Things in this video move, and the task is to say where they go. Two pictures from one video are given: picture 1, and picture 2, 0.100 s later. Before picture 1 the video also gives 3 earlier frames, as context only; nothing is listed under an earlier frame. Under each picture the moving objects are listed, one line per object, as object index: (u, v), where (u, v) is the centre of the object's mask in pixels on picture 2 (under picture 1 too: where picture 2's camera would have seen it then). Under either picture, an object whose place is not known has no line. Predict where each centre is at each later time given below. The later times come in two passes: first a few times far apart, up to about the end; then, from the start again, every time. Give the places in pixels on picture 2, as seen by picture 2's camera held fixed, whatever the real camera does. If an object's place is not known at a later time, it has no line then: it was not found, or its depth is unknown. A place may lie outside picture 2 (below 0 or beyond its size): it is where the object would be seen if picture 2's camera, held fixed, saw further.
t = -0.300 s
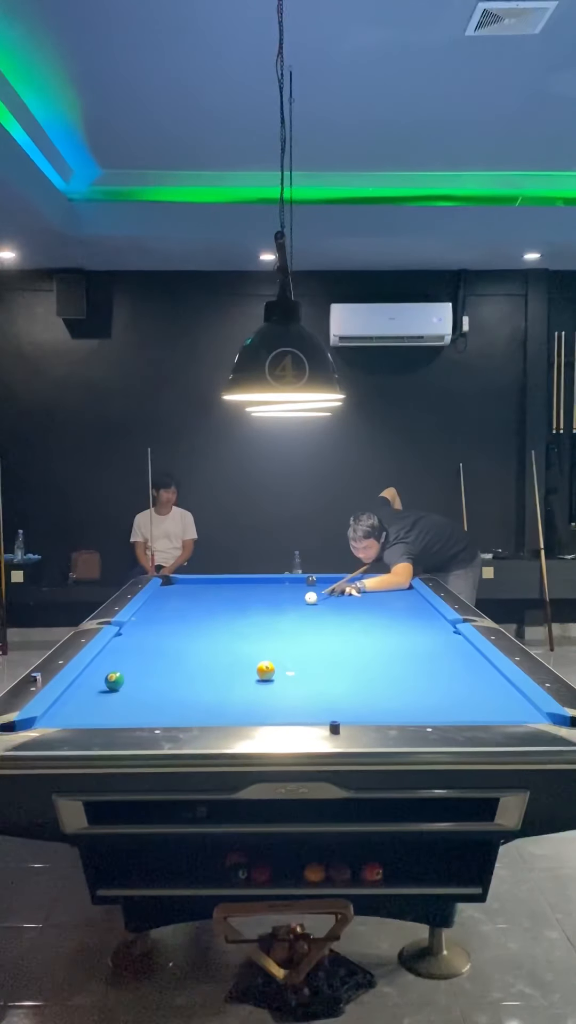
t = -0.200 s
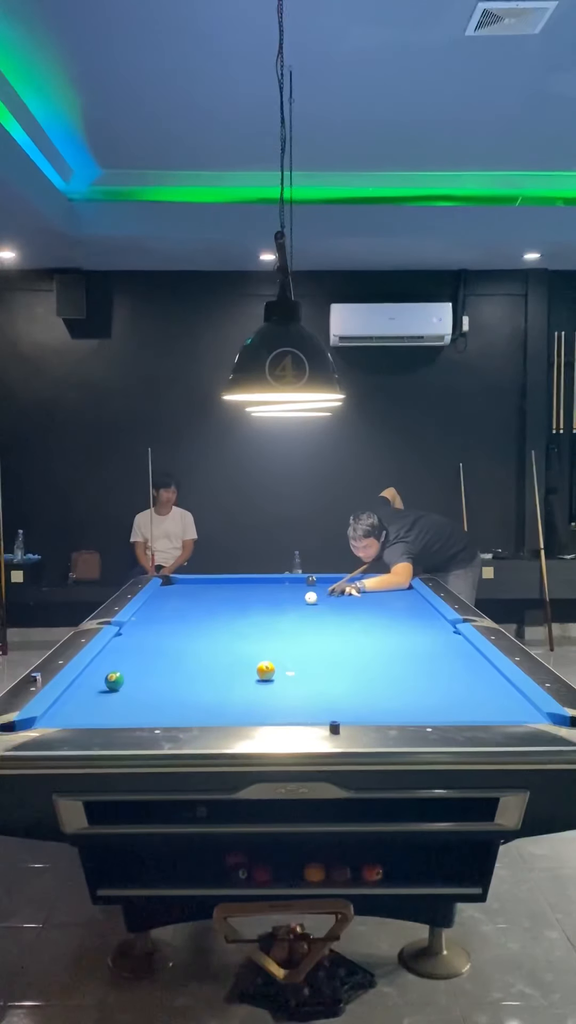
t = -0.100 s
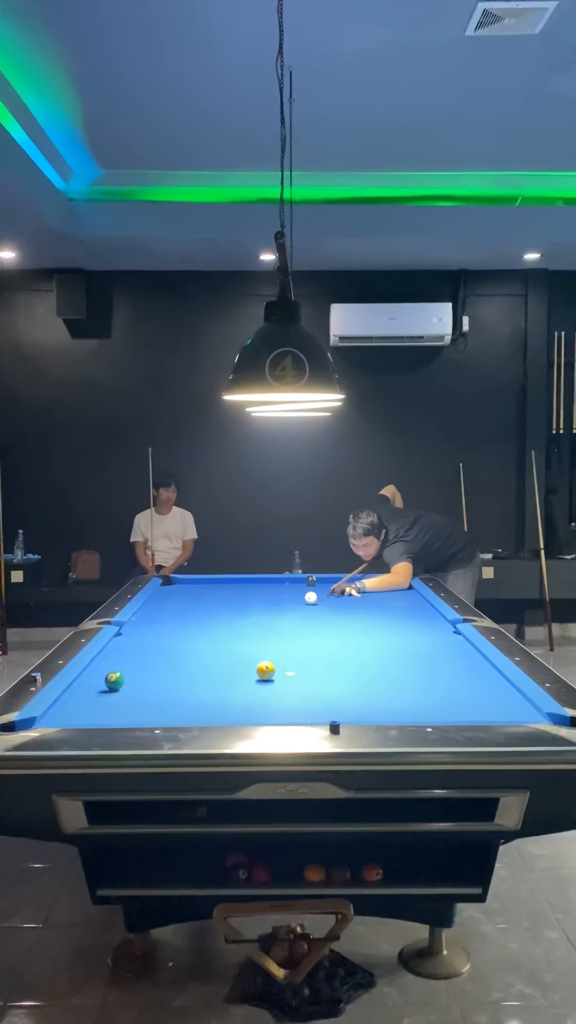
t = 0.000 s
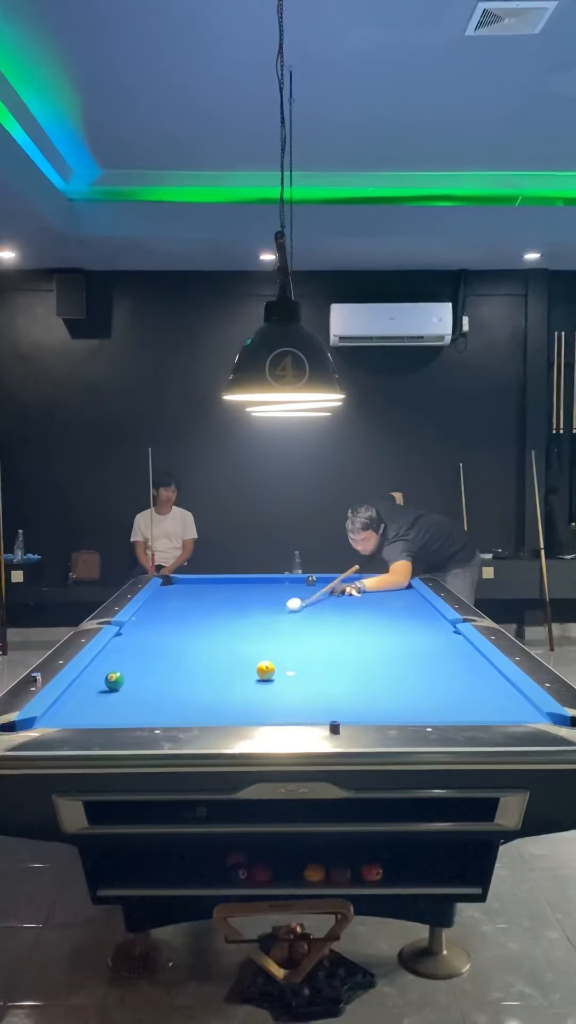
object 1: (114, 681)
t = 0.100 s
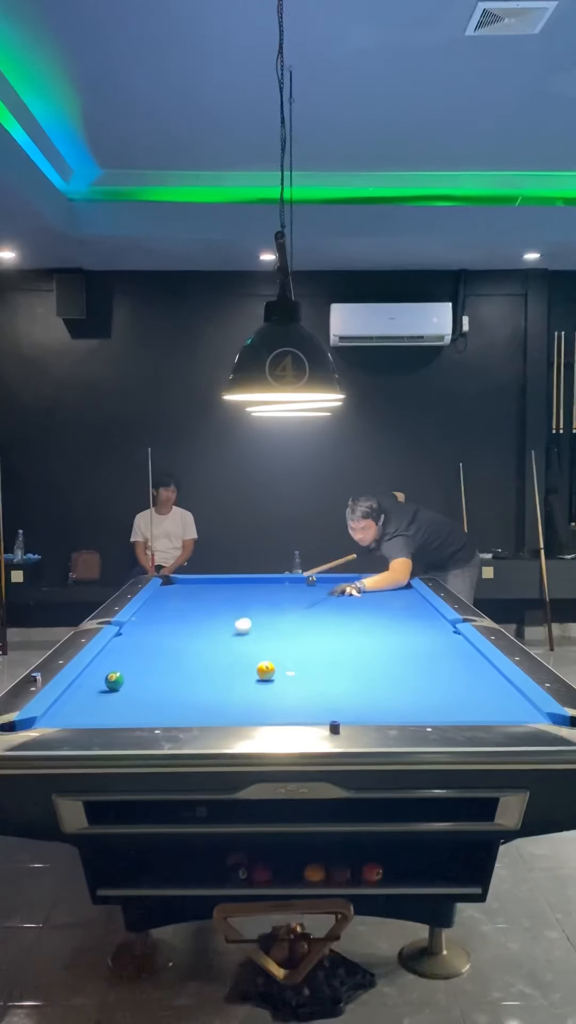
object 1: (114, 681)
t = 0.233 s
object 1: (114, 681)
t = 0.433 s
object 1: (83, 716)
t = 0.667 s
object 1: (160, 680)
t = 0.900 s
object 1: (213, 654)
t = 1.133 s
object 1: (256, 634)
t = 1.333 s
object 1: (285, 621)
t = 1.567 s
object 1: (314, 607)
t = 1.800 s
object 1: (339, 595)
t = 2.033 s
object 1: (359, 586)
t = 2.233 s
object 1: (374, 580)
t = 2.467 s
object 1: (381, 584)
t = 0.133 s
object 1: (114, 681)
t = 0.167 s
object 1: (114, 681)
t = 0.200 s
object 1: (114, 681)
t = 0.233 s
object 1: (114, 681)
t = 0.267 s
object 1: (114, 681)
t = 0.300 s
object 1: (90, 692)
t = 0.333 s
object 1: (61, 706)
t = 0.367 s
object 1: (61, 716)
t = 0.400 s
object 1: (68, 720)
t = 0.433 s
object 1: (83, 716)
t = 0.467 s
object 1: (97, 711)
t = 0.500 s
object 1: (109, 706)
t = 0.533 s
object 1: (121, 699)
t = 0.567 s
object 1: (132, 694)
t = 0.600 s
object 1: (142, 689)
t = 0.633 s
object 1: (151, 685)
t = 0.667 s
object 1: (160, 680)
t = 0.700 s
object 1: (168, 676)
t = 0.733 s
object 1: (177, 672)
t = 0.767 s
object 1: (185, 668)
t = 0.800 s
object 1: (192, 665)
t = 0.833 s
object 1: (199, 661)
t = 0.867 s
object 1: (207, 658)
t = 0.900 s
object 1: (213, 654)
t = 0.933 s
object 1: (220, 651)
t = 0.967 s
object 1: (226, 648)
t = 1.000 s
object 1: (233, 645)
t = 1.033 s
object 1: (238, 642)
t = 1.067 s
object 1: (244, 640)
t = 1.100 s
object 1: (250, 637)
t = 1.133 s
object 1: (256, 634)
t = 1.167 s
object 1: (261, 632)
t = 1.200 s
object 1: (266, 630)
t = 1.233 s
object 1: (271, 627)
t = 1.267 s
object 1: (276, 625)
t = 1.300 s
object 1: (281, 622)
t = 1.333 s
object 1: (285, 621)
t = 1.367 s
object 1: (290, 619)
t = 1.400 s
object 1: (294, 616)
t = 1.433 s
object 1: (298, 614)
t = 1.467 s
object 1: (302, 612)
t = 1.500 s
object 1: (307, 611)
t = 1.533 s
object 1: (310, 609)
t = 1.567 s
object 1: (314, 607)
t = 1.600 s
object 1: (318, 605)
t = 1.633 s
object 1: (322, 603)
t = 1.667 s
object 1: (325, 602)
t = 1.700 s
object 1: (329, 600)
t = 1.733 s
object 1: (332, 599)
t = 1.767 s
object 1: (335, 597)
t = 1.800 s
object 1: (339, 595)
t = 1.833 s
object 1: (342, 594)
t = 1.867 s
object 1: (345, 593)
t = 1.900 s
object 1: (348, 591)
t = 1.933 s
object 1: (351, 590)
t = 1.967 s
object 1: (354, 588)
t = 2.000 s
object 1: (357, 587)
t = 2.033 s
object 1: (359, 586)
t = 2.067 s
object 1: (362, 584)
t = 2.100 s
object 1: (365, 583)
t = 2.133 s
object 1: (367, 582)
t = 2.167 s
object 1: (370, 581)
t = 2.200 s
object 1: (372, 580)
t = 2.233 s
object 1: (374, 580)
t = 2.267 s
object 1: (375, 581)
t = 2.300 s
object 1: (376, 581)
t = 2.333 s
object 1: (377, 581)
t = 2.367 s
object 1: (379, 581)
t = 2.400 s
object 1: (380, 582)
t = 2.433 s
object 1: (381, 583)
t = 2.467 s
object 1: (381, 584)
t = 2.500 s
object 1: (383, 584)
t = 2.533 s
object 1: (384, 584)
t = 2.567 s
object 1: (384, 585)
